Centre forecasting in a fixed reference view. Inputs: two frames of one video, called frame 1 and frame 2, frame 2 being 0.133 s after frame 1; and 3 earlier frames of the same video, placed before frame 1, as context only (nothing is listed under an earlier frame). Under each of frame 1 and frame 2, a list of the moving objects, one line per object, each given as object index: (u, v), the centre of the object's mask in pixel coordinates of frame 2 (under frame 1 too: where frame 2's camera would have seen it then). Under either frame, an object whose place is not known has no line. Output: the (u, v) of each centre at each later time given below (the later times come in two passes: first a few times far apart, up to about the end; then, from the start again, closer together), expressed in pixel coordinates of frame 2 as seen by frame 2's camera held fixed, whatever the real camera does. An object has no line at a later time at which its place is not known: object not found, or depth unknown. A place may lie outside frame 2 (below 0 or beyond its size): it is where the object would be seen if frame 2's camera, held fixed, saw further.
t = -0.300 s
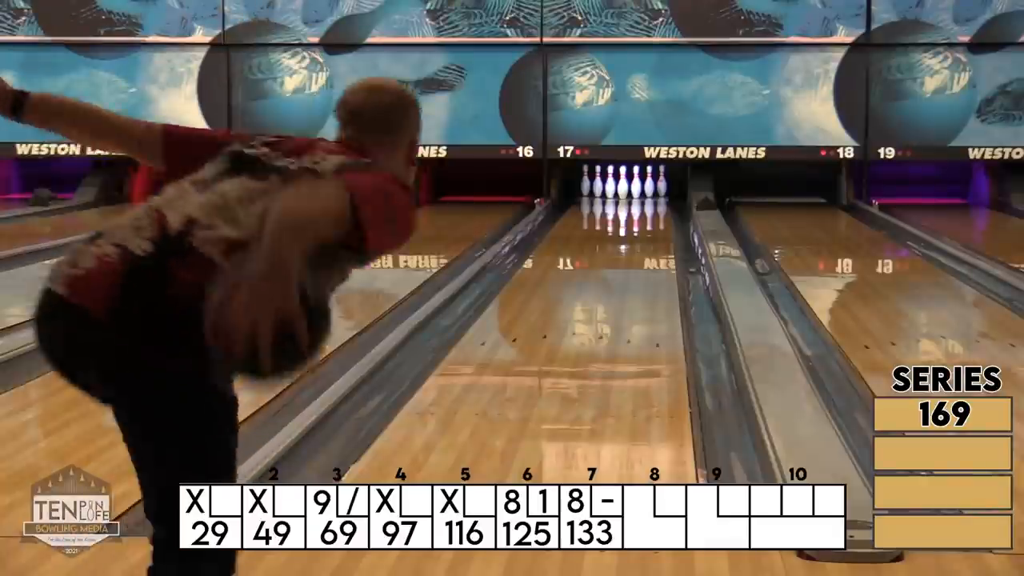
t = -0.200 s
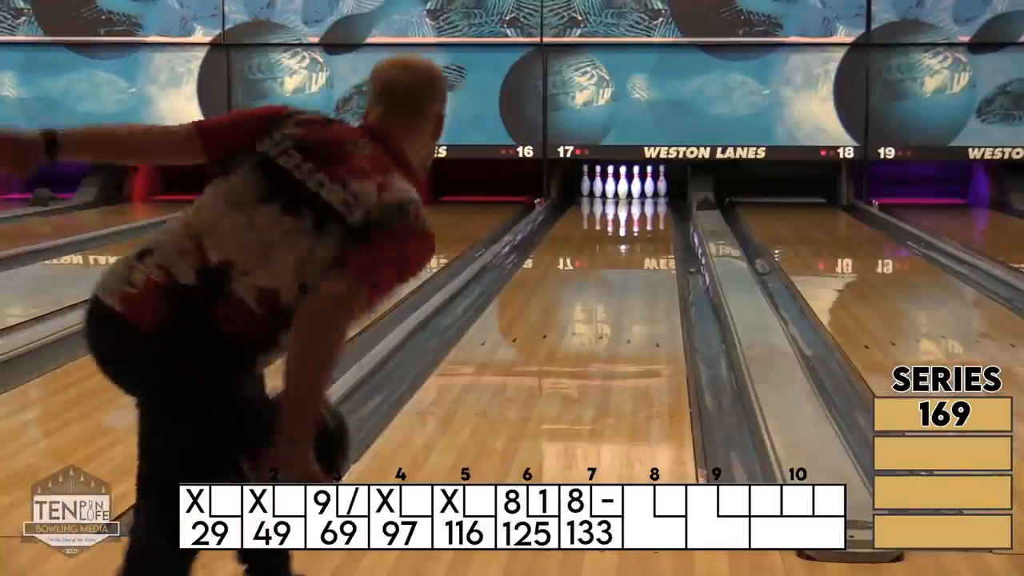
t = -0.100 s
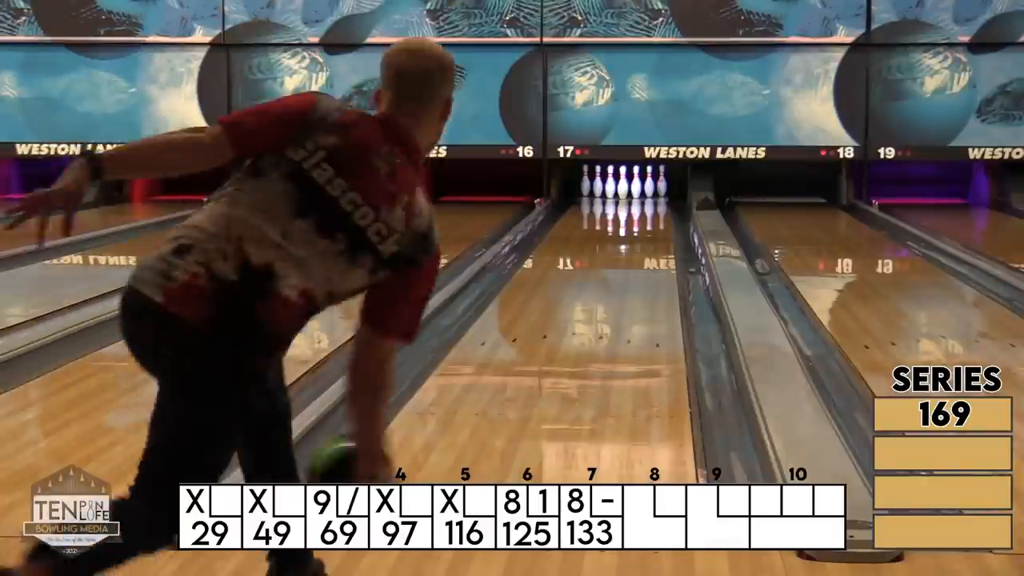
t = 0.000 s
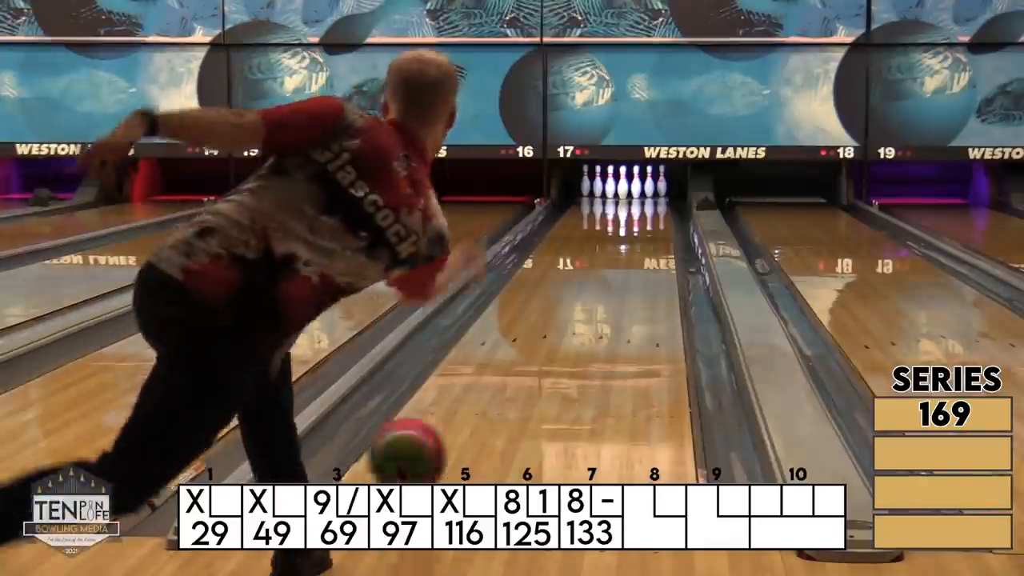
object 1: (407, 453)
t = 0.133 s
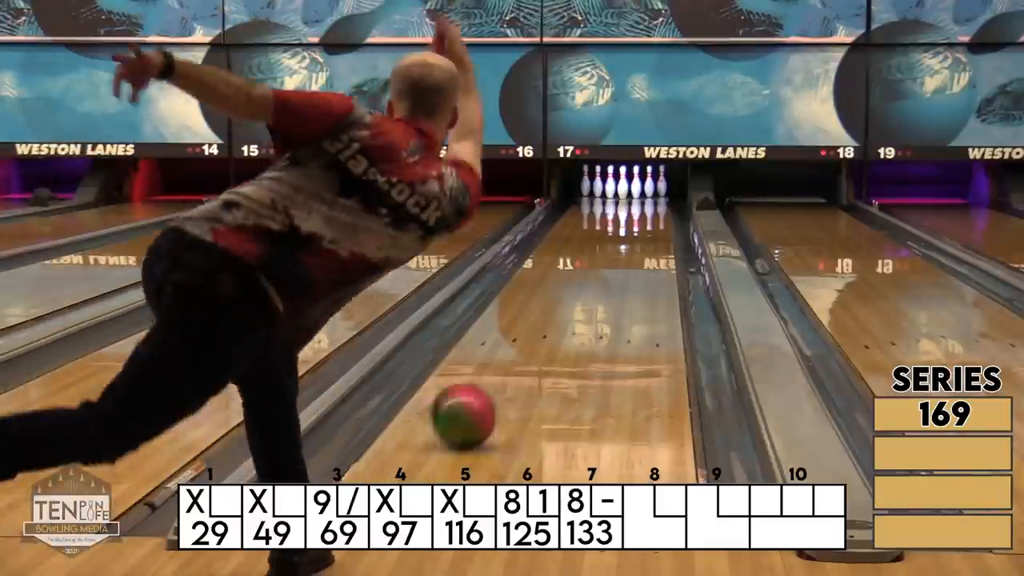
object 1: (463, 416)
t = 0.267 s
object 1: (504, 373)
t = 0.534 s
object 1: (556, 315)
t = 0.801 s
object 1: (588, 278)
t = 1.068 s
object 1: (610, 253)
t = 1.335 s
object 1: (623, 232)
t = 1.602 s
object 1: (631, 218)
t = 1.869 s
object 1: (637, 206)
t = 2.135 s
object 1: (635, 198)
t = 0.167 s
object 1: (475, 404)
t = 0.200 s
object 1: (485, 392)
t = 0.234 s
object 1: (494, 382)
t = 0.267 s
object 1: (504, 373)
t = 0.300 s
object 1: (512, 364)
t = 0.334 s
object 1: (520, 356)
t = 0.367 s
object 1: (527, 348)
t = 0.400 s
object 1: (533, 341)
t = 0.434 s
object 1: (540, 334)
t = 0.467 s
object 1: (546, 328)
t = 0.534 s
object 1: (556, 315)
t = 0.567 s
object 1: (561, 310)
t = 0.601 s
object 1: (566, 306)
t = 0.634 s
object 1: (570, 300)
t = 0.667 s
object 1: (574, 295)
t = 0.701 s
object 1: (578, 290)
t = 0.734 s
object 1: (582, 286)
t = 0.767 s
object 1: (585, 282)
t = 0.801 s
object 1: (588, 278)
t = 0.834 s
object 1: (591, 273)
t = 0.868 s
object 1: (594, 271)
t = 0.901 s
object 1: (598, 268)
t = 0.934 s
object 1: (600, 264)
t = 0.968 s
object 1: (602, 260)
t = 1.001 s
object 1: (604, 258)
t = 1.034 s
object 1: (607, 254)
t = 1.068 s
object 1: (610, 253)
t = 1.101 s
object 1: (611, 250)
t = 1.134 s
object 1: (613, 246)
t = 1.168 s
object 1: (615, 244)
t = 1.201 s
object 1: (616, 244)
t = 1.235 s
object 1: (618, 239)
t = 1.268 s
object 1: (620, 236)
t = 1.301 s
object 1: (621, 235)
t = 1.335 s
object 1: (623, 232)
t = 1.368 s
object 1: (624, 229)
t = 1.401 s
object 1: (625, 228)
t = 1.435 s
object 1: (626, 226)
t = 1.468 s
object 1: (627, 224)
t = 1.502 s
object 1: (628, 222)
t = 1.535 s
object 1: (629, 221)
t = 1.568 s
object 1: (630, 219)
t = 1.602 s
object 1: (631, 218)
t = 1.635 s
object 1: (631, 216)
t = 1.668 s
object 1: (632, 215)
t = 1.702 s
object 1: (633, 213)
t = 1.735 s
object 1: (635, 212)
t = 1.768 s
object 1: (635, 210)
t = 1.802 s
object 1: (635, 209)
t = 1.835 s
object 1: (637, 208)
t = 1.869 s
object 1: (637, 206)
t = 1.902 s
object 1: (638, 205)
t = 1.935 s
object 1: (638, 204)
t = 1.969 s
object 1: (637, 202)
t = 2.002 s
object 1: (637, 201)
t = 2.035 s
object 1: (636, 200)
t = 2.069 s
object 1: (636, 200)
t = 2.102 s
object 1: (636, 198)
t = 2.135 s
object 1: (635, 198)
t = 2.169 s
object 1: (635, 196)
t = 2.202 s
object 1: (634, 195)
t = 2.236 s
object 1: (633, 194)
